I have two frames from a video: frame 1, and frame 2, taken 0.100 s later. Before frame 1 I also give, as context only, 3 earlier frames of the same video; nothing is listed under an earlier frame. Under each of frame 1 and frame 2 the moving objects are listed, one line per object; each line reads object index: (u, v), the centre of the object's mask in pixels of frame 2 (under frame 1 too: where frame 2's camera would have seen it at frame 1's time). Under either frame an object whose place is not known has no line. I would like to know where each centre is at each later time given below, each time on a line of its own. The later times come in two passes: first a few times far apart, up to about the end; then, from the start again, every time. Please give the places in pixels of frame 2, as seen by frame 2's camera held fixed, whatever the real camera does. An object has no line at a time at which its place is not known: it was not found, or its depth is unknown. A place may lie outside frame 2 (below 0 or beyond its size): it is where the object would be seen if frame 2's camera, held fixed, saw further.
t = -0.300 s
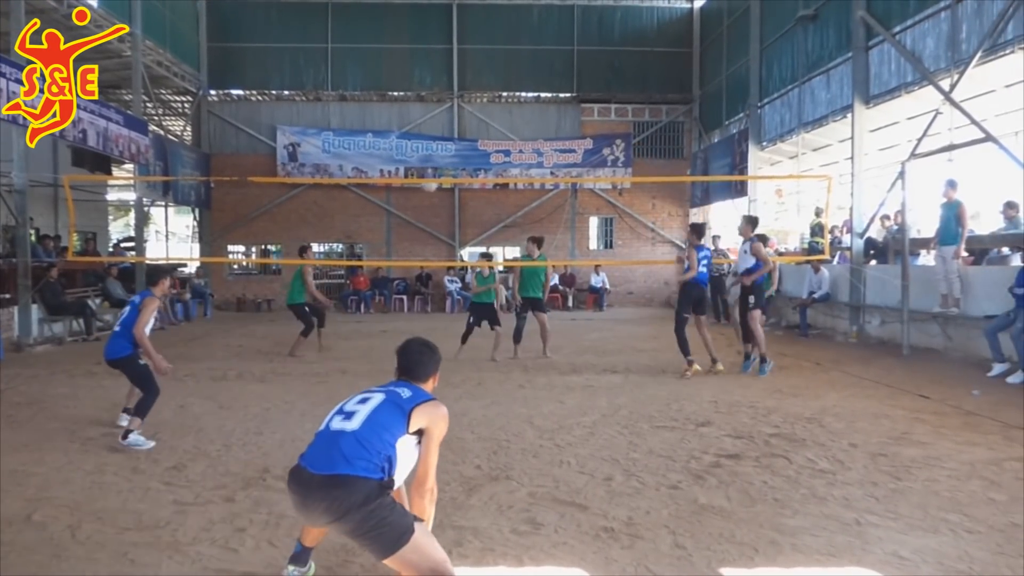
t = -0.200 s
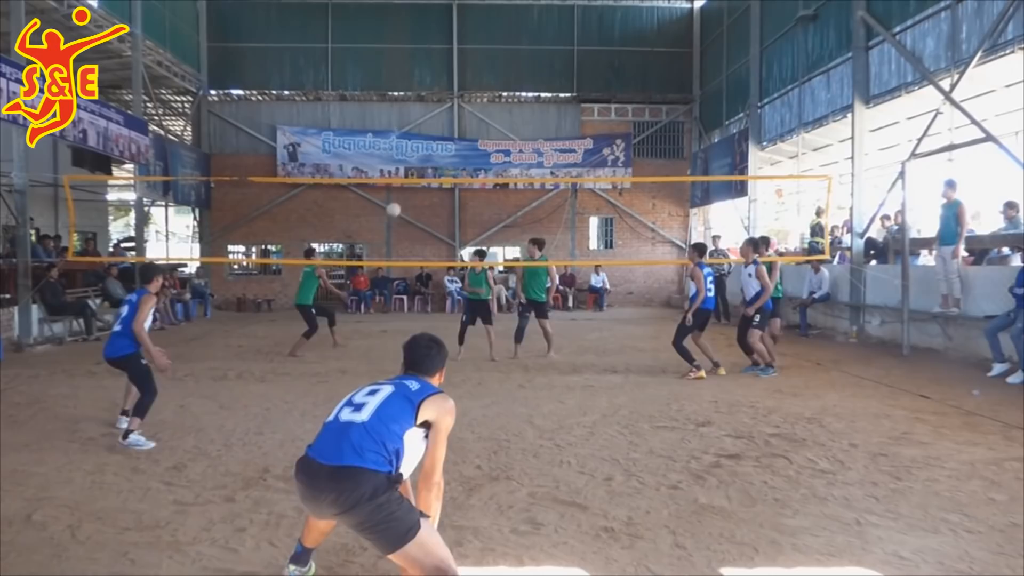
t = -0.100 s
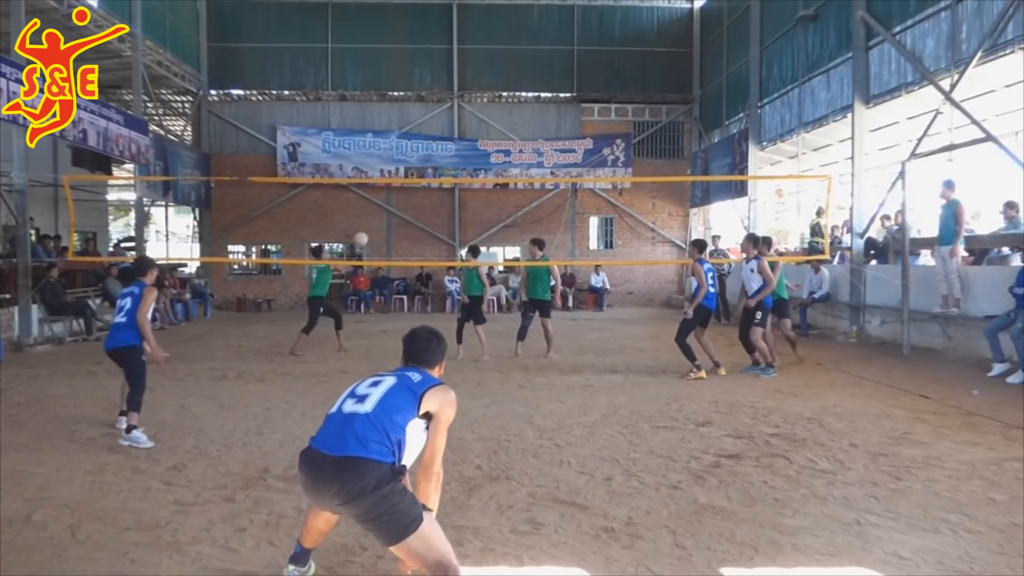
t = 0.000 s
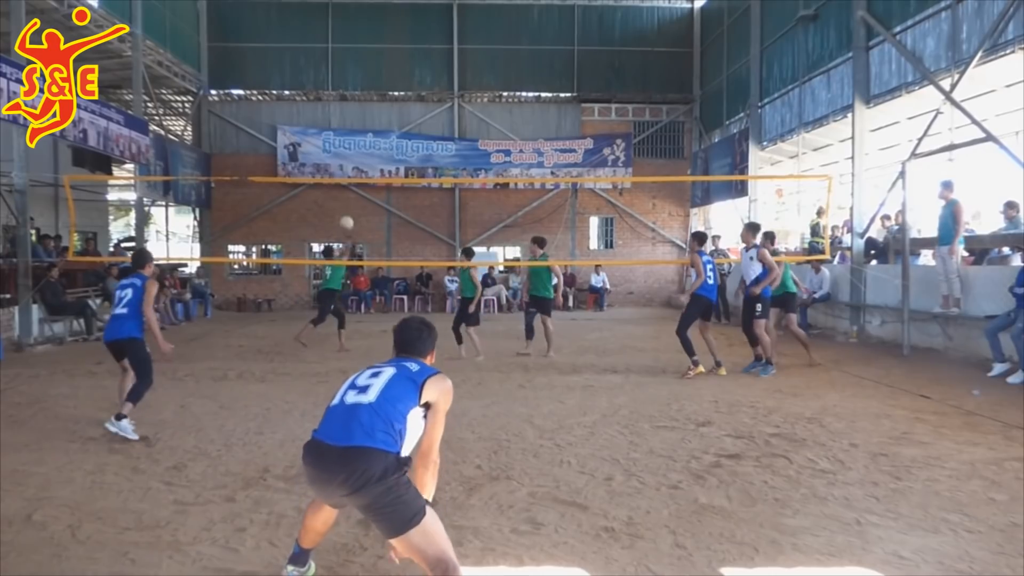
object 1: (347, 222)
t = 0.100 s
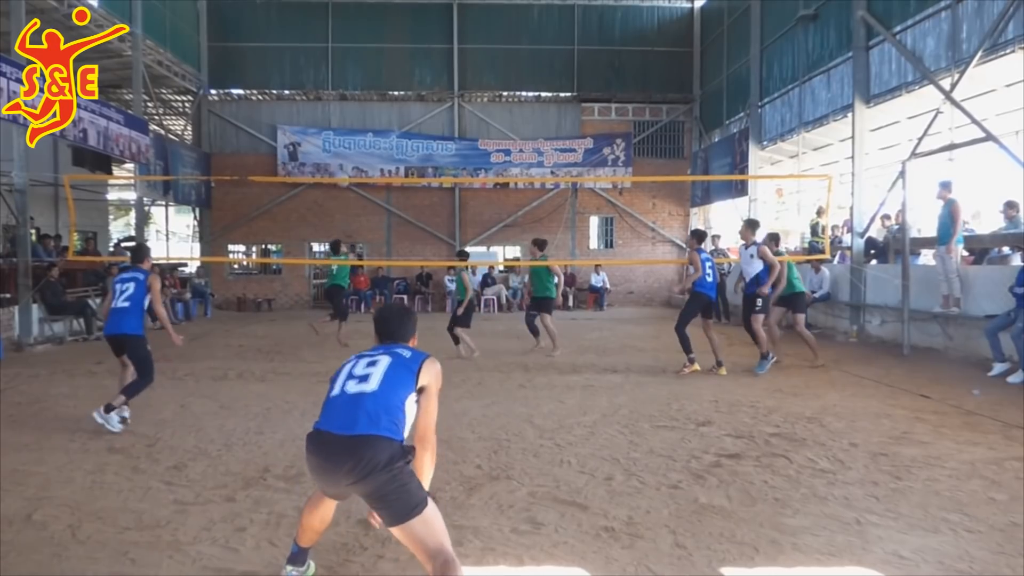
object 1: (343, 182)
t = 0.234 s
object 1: (336, 130)
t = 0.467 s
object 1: (325, 68)
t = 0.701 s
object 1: (312, 40)
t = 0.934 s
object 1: (298, 48)
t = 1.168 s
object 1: (285, 100)
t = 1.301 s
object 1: (277, 152)
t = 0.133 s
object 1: (343, 167)
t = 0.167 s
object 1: (339, 155)
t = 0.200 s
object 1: (338, 143)
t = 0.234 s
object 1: (336, 130)
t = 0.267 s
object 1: (335, 120)
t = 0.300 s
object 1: (333, 110)
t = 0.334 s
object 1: (331, 100)
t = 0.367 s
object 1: (330, 92)
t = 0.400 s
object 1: (328, 84)
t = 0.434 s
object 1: (326, 76)
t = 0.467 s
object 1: (325, 68)
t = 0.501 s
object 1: (323, 63)
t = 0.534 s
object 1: (321, 57)
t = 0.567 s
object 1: (319, 52)
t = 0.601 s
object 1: (318, 48)
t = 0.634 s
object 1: (316, 44)
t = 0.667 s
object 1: (314, 42)
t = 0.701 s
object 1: (312, 40)
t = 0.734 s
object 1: (310, 38)
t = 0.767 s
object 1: (308, 38)
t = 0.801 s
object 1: (306, 39)
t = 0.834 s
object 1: (304, 39)
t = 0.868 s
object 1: (302, 42)
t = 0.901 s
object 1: (300, 45)
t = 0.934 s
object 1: (298, 48)
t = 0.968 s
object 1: (296, 53)
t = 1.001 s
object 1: (295, 58)
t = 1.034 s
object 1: (292, 65)
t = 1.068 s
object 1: (291, 72)
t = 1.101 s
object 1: (289, 80)
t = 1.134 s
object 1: (287, 90)
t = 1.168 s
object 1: (285, 100)
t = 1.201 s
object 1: (283, 111)
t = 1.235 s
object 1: (281, 124)
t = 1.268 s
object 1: (279, 137)
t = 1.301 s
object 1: (277, 152)
